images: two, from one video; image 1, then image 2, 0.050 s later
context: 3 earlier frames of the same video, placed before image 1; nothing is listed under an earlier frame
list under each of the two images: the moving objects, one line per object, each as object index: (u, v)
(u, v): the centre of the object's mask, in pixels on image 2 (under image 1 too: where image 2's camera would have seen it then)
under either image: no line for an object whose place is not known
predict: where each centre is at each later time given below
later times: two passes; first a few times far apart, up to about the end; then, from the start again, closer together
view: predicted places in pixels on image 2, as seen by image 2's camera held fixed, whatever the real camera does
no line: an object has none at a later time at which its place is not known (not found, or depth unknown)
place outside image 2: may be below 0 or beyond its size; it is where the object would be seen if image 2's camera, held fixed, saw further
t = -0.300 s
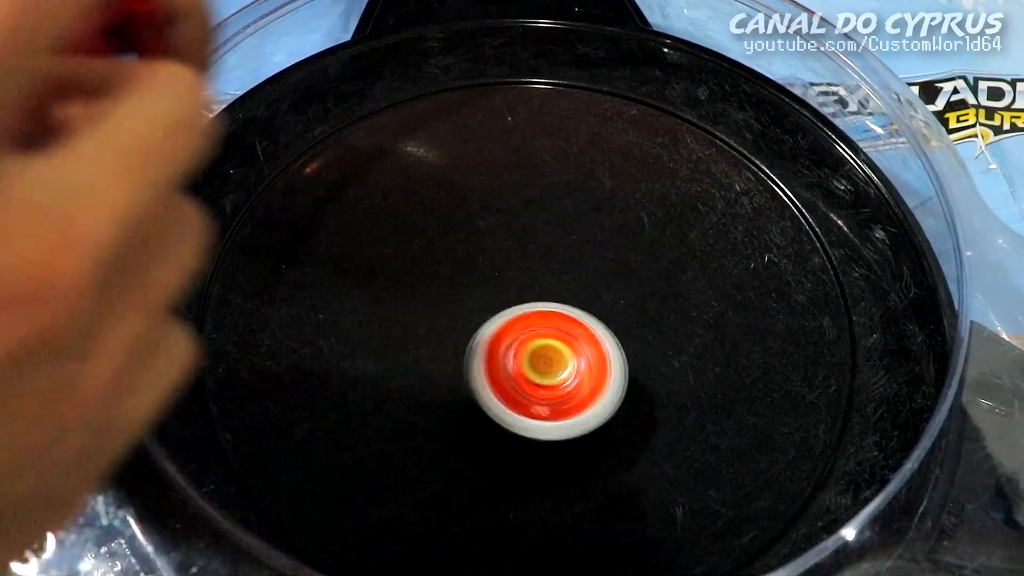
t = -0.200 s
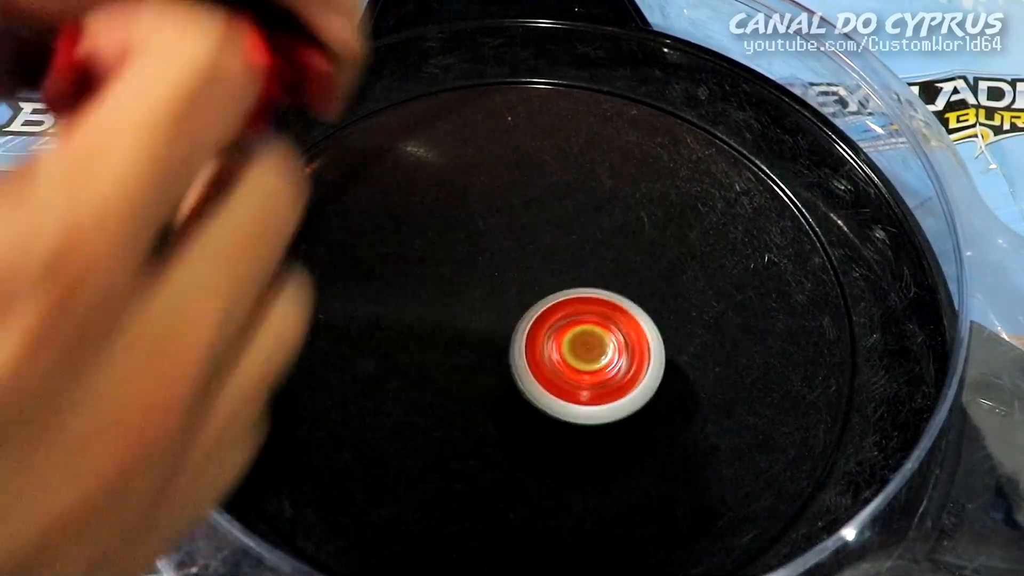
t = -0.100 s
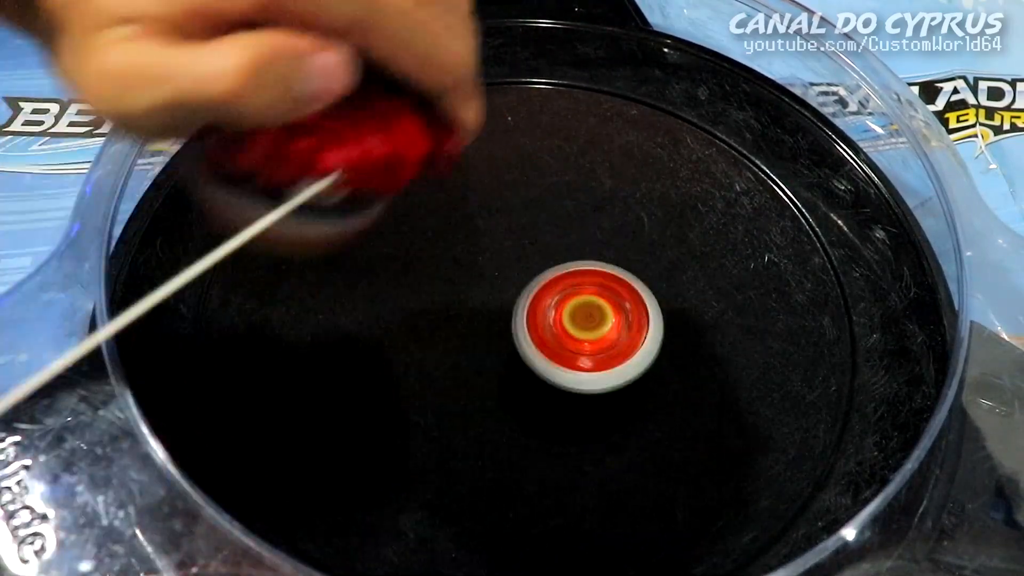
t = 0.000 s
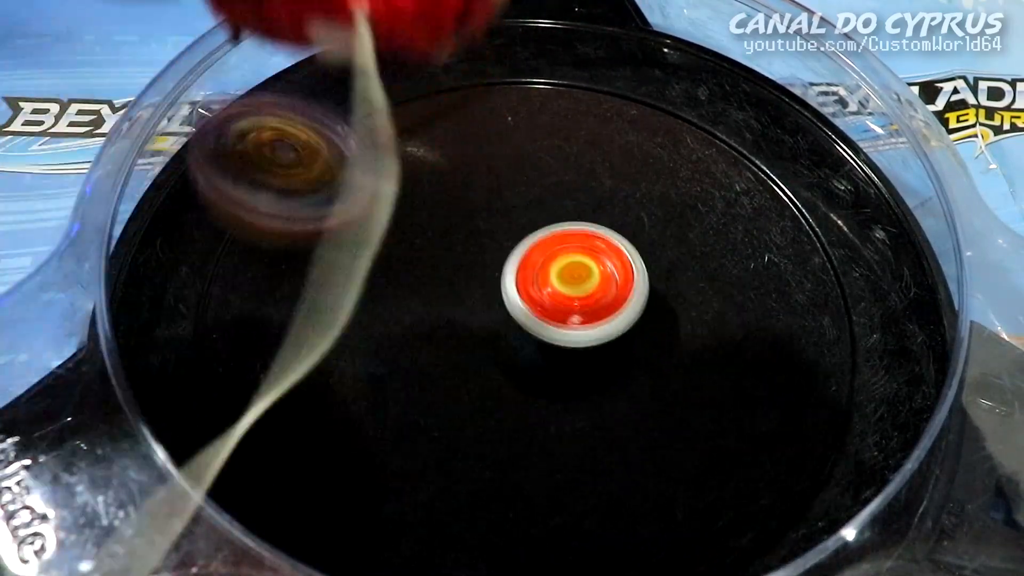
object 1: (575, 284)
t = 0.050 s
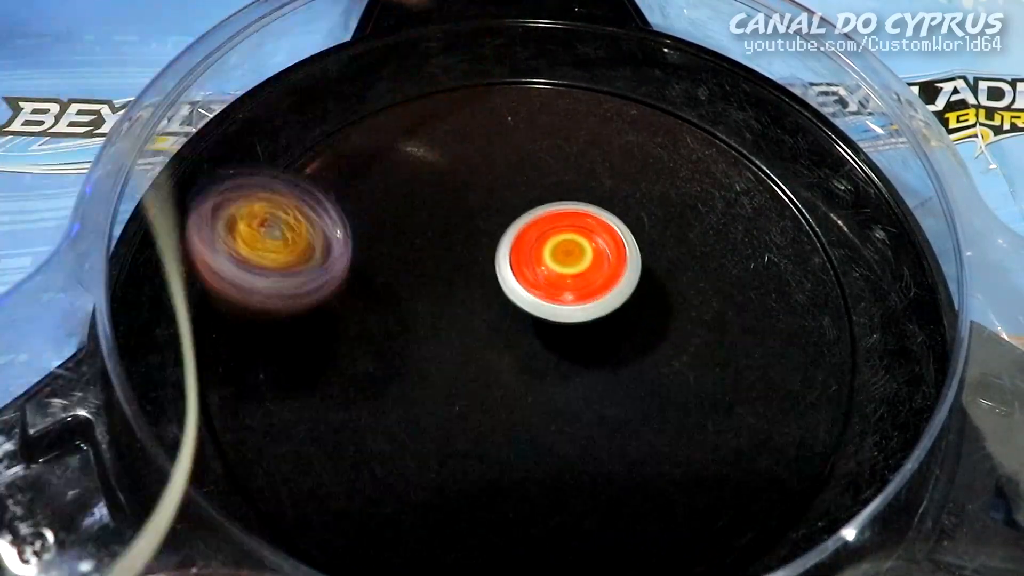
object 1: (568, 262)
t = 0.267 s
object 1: (601, 249)
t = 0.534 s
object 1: (740, 280)
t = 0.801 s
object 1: (707, 282)
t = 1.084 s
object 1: (646, 325)
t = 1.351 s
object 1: (659, 350)
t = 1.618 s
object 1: (689, 345)
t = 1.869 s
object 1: (528, 310)
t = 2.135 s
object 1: (429, 384)
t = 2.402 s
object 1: (537, 424)
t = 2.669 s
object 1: (282, 430)
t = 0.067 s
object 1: (566, 258)
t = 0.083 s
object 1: (565, 251)
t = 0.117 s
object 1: (562, 243)
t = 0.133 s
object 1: (559, 240)
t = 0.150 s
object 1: (556, 238)
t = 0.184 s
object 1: (547, 236)
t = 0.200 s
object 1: (542, 237)
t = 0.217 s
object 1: (539, 241)
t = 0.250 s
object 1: (581, 245)
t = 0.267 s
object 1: (601, 249)
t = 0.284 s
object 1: (621, 252)
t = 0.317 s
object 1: (659, 257)
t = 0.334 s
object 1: (676, 260)
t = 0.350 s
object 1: (691, 264)
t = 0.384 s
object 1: (714, 268)
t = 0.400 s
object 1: (724, 273)
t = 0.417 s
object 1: (731, 271)
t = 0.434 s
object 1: (735, 273)
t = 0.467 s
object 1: (742, 281)
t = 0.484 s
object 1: (743, 282)
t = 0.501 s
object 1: (743, 282)
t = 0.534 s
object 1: (740, 280)
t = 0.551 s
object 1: (736, 279)
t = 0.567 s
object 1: (730, 274)
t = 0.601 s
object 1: (713, 270)
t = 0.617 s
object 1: (705, 266)
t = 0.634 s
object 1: (696, 264)
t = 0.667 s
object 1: (673, 255)
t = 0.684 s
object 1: (662, 251)
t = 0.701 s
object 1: (651, 248)
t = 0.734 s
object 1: (651, 251)
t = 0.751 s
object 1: (666, 260)
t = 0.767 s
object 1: (682, 268)
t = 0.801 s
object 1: (707, 282)
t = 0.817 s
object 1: (717, 288)
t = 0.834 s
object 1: (724, 294)
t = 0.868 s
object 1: (734, 302)
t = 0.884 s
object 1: (736, 308)
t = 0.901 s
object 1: (734, 309)
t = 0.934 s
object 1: (725, 316)
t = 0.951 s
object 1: (717, 319)
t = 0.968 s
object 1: (709, 322)
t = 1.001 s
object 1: (692, 326)
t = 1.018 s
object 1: (684, 328)
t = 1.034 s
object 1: (675, 328)
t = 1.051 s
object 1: (666, 328)
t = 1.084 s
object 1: (646, 325)
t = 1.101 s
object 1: (635, 322)
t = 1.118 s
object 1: (626, 320)
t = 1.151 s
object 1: (609, 315)
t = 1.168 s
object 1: (600, 315)
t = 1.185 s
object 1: (592, 314)
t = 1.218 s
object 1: (576, 311)
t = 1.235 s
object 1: (569, 313)
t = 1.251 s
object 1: (578, 315)
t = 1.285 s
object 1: (606, 323)
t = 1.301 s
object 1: (621, 330)
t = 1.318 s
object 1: (633, 336)
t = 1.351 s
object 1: (659, 350)
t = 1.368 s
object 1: (672, 357)
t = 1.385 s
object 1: (681, 362)
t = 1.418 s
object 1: (699, 368)
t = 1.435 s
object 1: (707, 371)
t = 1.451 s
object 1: (714, 373)
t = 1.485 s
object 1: (725, 373)
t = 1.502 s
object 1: (727, 372)
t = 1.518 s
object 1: (726, 371)
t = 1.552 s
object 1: (719, 365)
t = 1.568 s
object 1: (713, 360)
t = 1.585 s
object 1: (705, 355)
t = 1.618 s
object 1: (689, 345)
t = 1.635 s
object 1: (680, 340)
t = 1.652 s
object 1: (671, 336)
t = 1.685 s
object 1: (650, 330)
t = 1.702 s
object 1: (639, 325)
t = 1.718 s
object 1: (628, 322)
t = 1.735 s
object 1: (617, 319)
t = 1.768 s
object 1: (593, 316)
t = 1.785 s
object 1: (582, 312)
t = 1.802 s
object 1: (570, 312)
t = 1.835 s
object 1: (549, 307)
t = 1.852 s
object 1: (539, 309)
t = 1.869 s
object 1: (528, 310)
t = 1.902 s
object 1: (504, 314)
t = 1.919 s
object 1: (491, 317)
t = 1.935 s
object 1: (479, 320)
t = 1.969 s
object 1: (459, 328)
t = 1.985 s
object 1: (452, 333)
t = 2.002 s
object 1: (448, 336)
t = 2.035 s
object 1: (439, 350)
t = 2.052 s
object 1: (434, 355)
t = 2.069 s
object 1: (431, 360)
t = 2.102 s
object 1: (429, 372)
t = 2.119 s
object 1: (428, 377)
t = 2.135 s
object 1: (429, 384)
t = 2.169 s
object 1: (437, 394)
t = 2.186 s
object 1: (440, 399)
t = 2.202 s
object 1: (446, 403)
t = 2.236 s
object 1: (459, 411)
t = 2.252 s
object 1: (466, 415)
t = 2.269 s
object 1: (474, 420)
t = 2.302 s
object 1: (492, 427)
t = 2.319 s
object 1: (501, 430)
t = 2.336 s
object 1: (510, 431)
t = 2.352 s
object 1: (518, 432)
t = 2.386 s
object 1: (532, 428)
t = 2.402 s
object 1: (537, 424)
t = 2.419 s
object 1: (541, 418)
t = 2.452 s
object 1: (545, 403)
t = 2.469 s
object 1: (544, 393)
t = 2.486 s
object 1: (542, 383)
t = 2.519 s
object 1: (534, 362)
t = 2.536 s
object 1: (527, 351)
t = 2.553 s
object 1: (520, 340)
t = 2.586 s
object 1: (455, 364)
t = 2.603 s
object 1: (417, 381)
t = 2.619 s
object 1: (380, 397)
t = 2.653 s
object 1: (311, 421)
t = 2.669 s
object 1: (282, 430)
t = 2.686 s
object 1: (258, 435)
